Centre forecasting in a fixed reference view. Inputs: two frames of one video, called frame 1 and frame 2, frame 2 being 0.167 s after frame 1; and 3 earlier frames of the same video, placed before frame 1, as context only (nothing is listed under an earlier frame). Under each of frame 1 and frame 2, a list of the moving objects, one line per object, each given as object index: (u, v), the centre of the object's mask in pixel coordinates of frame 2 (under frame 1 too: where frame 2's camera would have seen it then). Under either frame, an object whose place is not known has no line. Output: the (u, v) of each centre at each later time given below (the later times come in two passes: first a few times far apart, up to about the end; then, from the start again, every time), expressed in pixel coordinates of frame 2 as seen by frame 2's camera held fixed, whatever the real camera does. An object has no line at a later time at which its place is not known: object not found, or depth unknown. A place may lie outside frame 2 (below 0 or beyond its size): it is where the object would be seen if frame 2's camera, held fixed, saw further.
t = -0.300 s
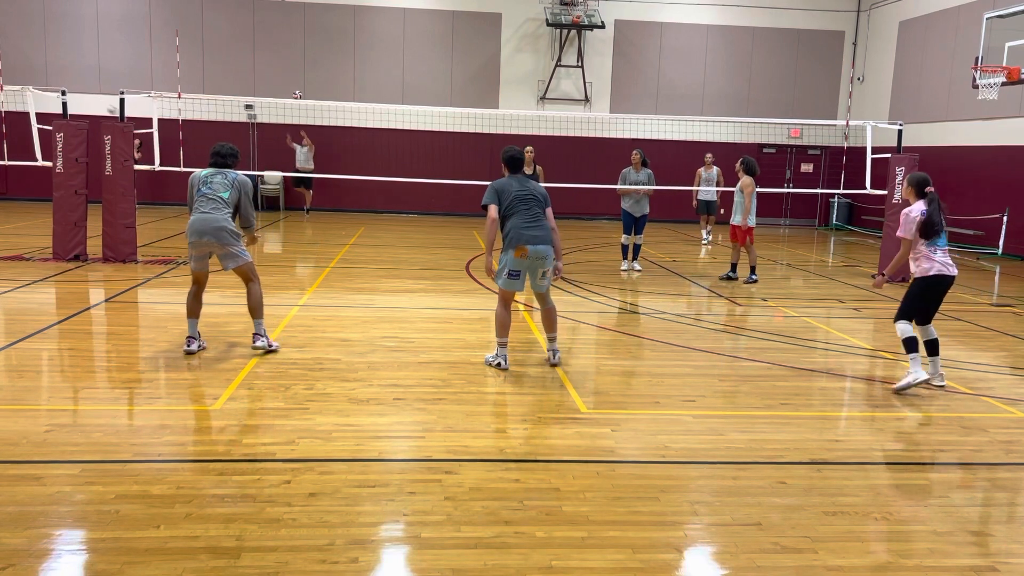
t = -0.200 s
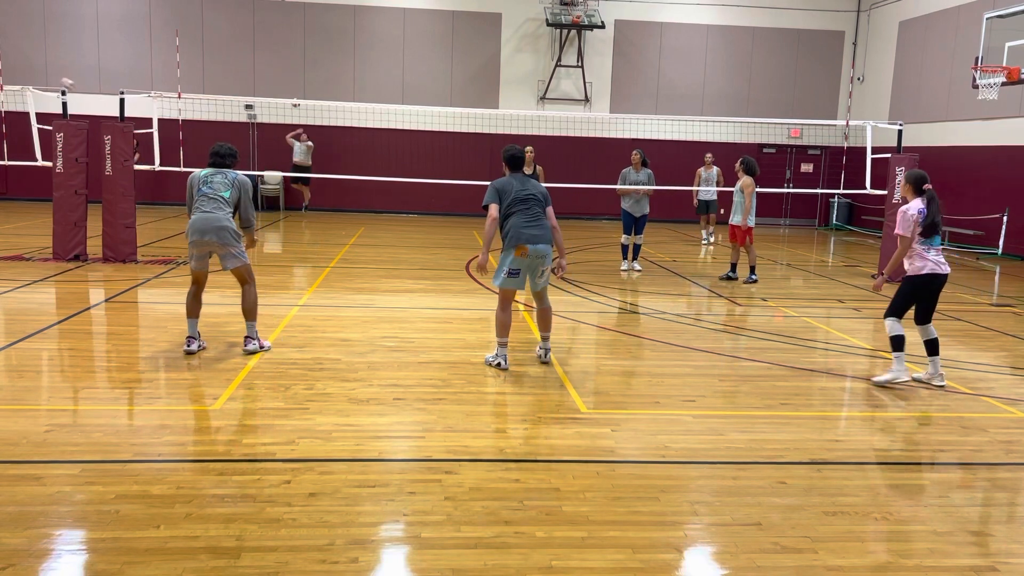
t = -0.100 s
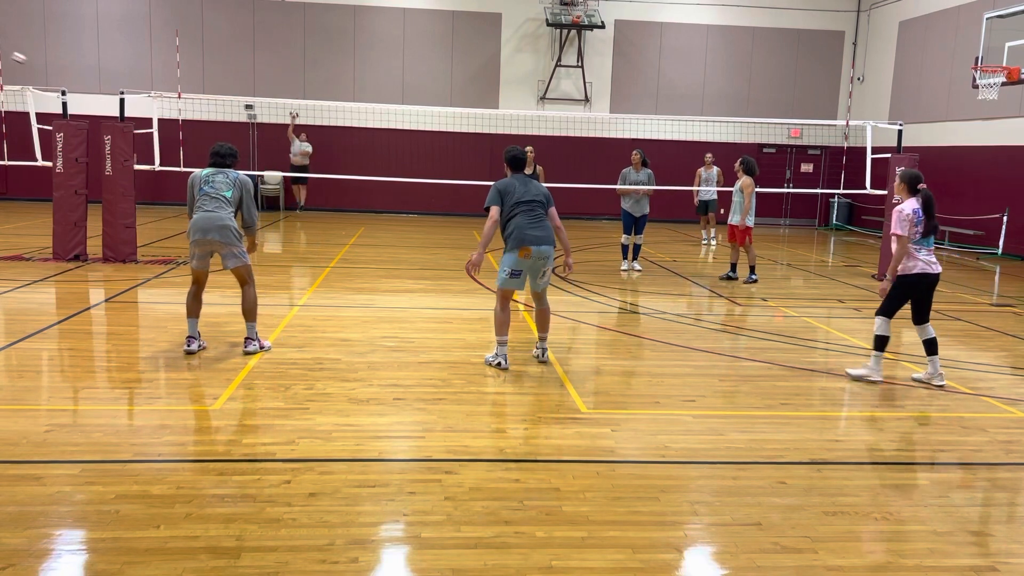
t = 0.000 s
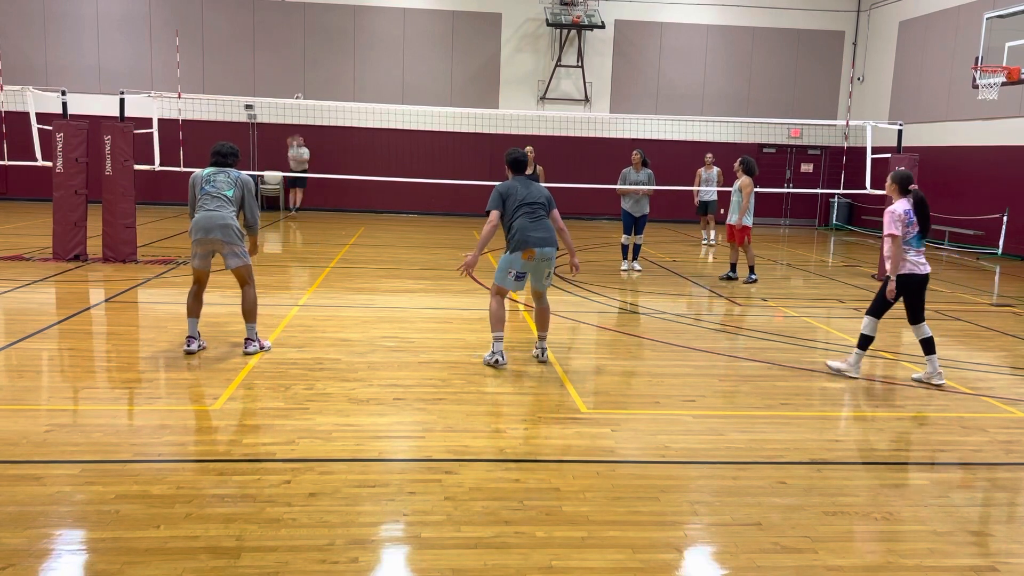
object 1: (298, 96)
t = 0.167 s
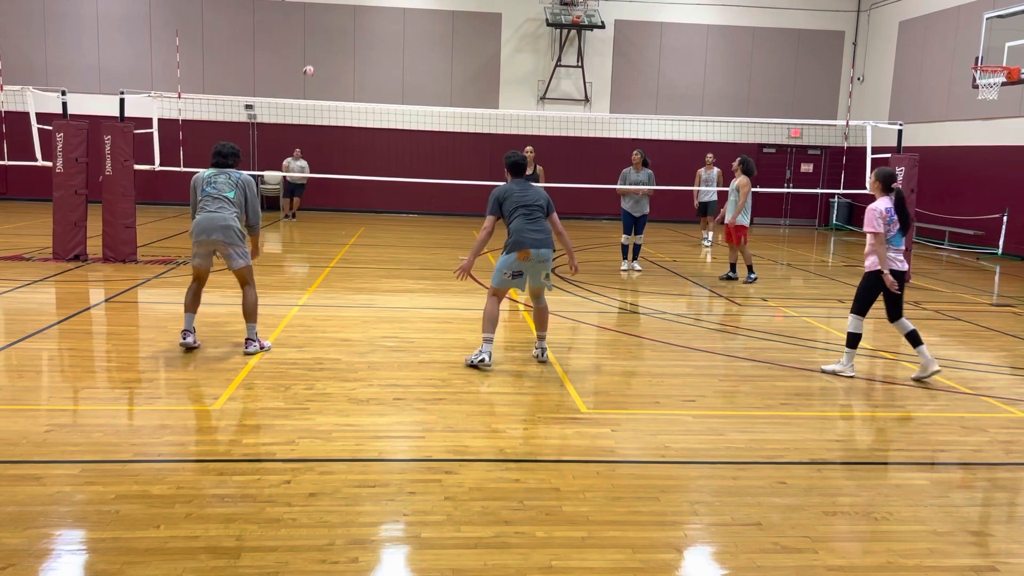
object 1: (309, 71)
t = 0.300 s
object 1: (316, 56)
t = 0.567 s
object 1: (330, 55)
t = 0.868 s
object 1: (350, 135)
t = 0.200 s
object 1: (310, 67)
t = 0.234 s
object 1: (312, 63)
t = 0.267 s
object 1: (314, 59)
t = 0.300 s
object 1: (316, 56)
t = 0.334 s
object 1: (318, 53)
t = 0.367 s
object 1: (320, 52)
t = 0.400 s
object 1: (321, 50)
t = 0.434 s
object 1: (323, 50)
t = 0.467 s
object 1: (324, 50)
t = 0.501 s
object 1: (327, 51)
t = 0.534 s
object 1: (329, 52)
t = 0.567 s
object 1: (330, 55)
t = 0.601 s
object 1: (333, 59)
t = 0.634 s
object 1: (335, 64)
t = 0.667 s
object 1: (337, 69)
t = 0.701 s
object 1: (339, 76)
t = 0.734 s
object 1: (341, 85)
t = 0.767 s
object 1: (343, 94)
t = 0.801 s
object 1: (346, 106)
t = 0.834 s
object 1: (349, 121)
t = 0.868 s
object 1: (350, 135)
